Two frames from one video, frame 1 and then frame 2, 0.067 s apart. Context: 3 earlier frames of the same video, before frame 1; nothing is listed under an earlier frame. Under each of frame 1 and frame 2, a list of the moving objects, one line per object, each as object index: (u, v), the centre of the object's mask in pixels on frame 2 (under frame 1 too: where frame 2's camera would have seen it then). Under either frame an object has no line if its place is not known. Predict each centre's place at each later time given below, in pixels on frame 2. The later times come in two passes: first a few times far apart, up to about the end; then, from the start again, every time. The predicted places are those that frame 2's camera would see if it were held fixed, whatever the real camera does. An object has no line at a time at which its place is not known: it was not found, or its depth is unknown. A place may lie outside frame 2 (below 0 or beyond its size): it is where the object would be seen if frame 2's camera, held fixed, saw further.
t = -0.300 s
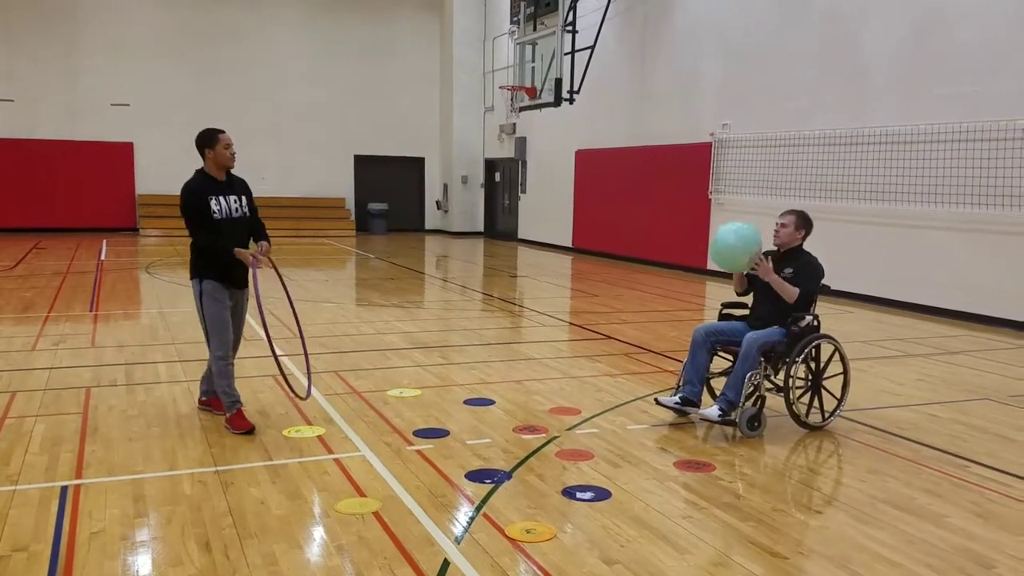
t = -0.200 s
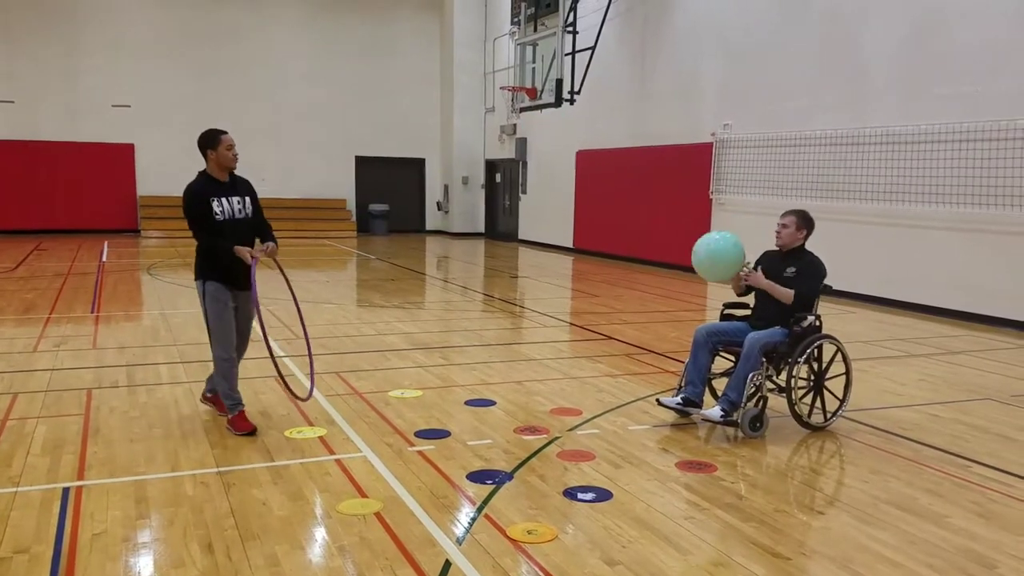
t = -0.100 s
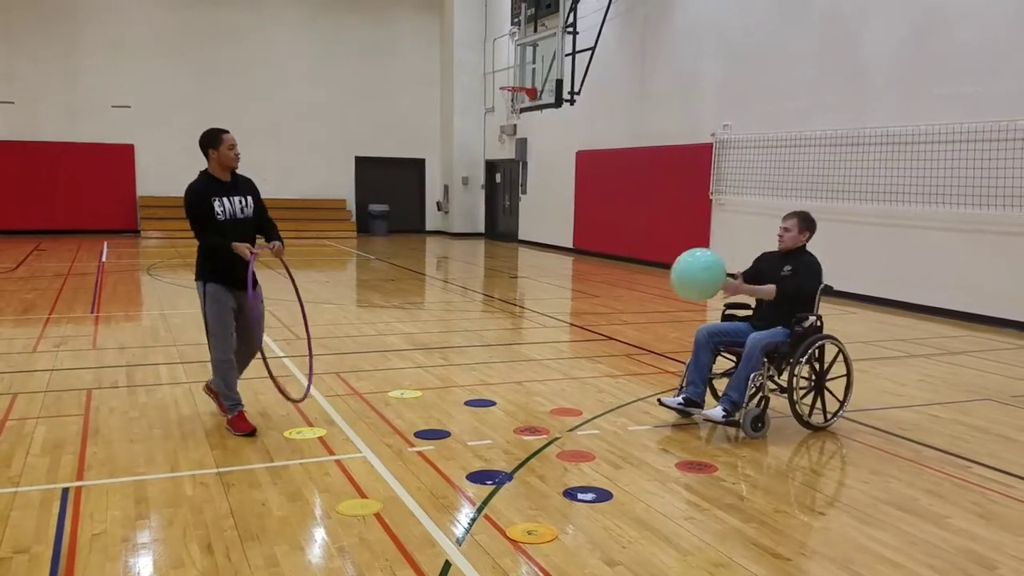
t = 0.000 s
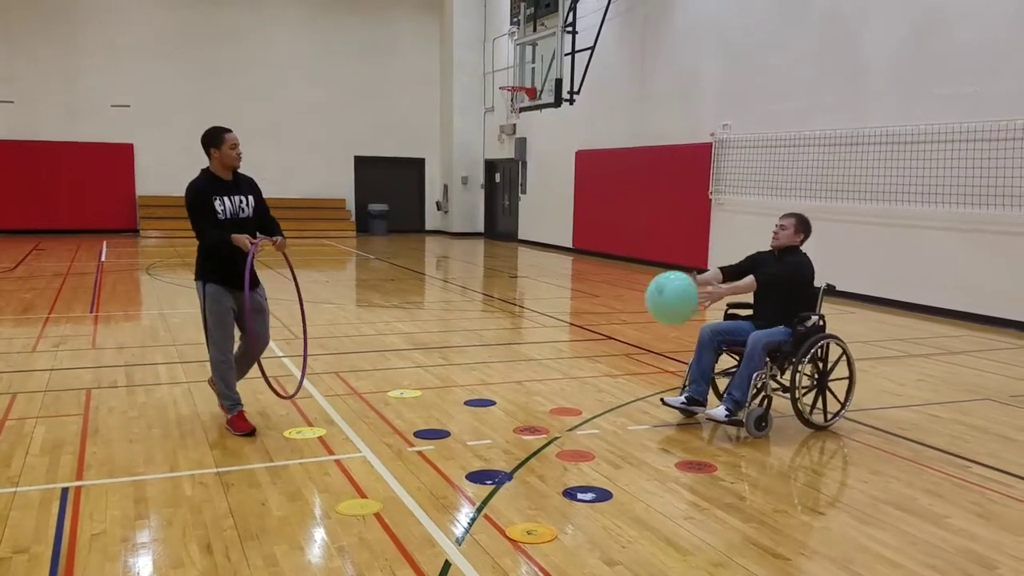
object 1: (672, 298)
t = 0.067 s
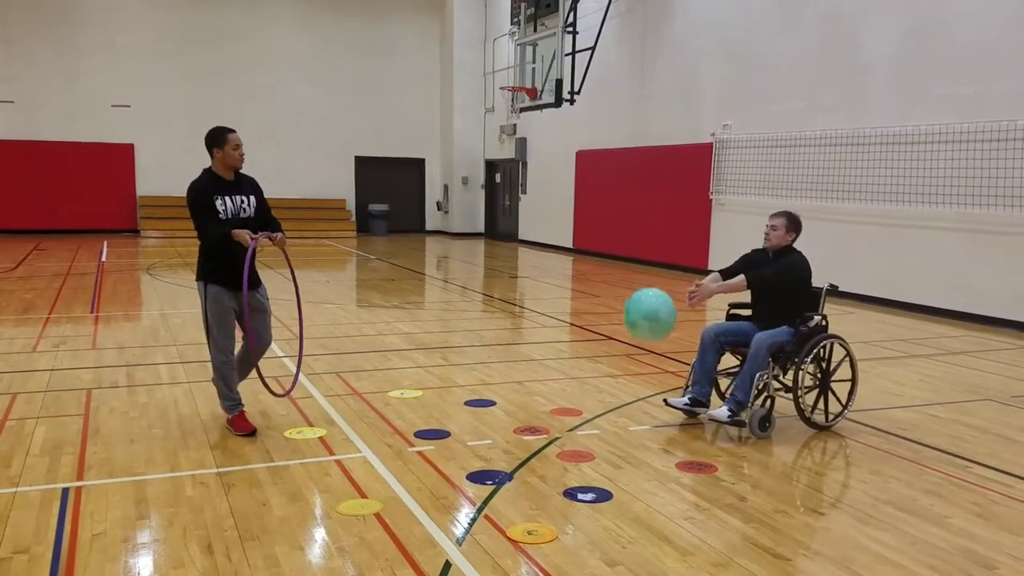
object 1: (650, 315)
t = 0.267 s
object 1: (590, 397)
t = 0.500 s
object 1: (529, 359)
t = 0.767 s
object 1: (461, 371)
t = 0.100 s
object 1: (639, 324)
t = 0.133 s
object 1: (628, 336)
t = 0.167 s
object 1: (619, 349)
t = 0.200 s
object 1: (609, 364)
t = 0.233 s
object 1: (600, 380)
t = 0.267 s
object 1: (590, 397)
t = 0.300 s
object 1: (580, 410)
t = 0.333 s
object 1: (573, 402)
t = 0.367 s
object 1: (564, 388)
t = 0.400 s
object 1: (555, 380)
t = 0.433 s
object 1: (547, 371)
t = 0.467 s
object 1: (538, 365)
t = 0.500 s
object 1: (529, 359)
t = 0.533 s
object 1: (520, 355)
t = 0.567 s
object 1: (511, 353)
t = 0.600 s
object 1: (503, 352)
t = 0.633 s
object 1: (495, 353)
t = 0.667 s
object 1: (486, 356)
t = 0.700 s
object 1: (478, 359)
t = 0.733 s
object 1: (470, 365)
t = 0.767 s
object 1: (461, 371)
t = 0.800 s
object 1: (453, 379)
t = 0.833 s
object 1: (445, 389)
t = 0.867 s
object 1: (437, 402)
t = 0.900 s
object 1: (431, 405)
